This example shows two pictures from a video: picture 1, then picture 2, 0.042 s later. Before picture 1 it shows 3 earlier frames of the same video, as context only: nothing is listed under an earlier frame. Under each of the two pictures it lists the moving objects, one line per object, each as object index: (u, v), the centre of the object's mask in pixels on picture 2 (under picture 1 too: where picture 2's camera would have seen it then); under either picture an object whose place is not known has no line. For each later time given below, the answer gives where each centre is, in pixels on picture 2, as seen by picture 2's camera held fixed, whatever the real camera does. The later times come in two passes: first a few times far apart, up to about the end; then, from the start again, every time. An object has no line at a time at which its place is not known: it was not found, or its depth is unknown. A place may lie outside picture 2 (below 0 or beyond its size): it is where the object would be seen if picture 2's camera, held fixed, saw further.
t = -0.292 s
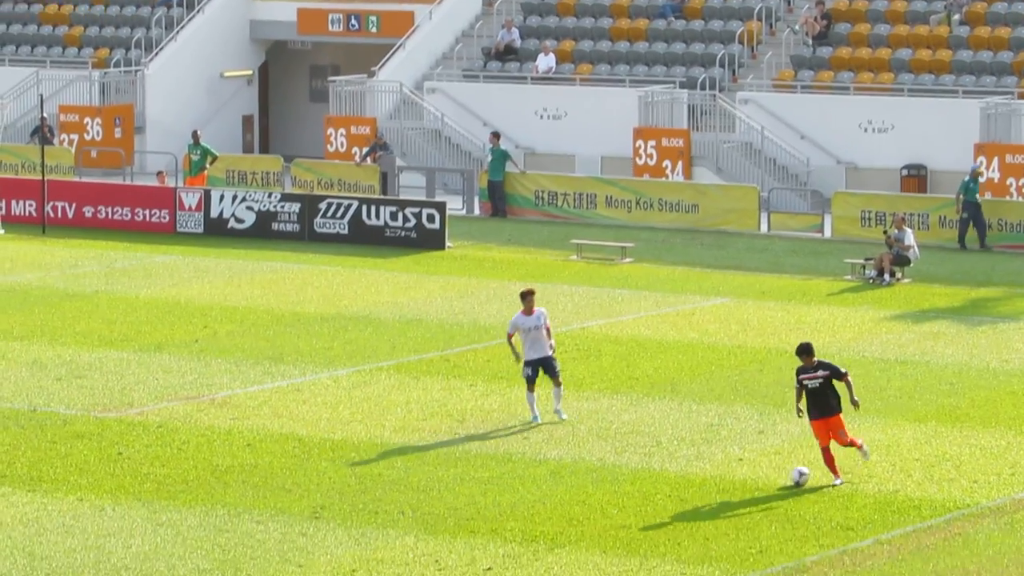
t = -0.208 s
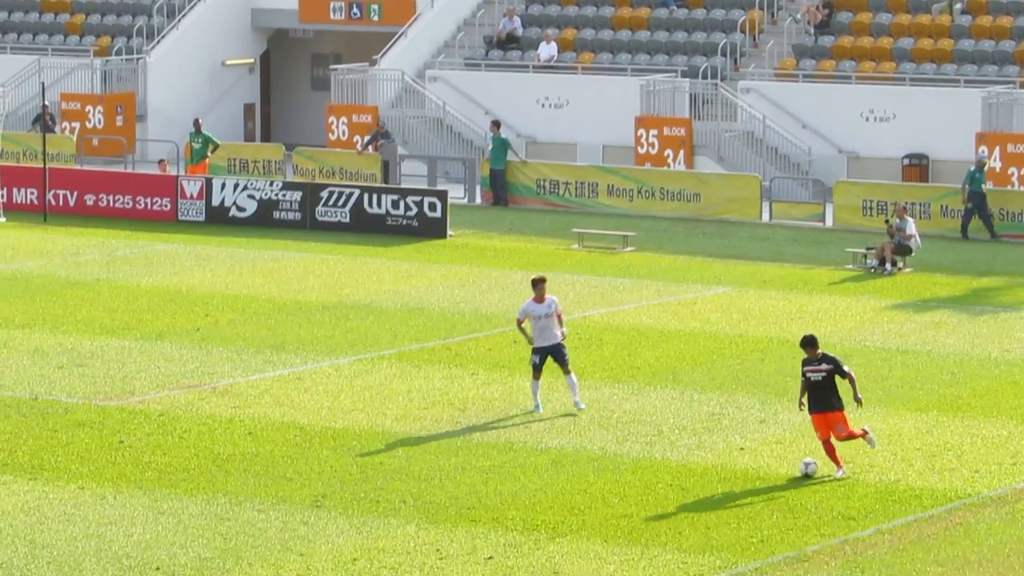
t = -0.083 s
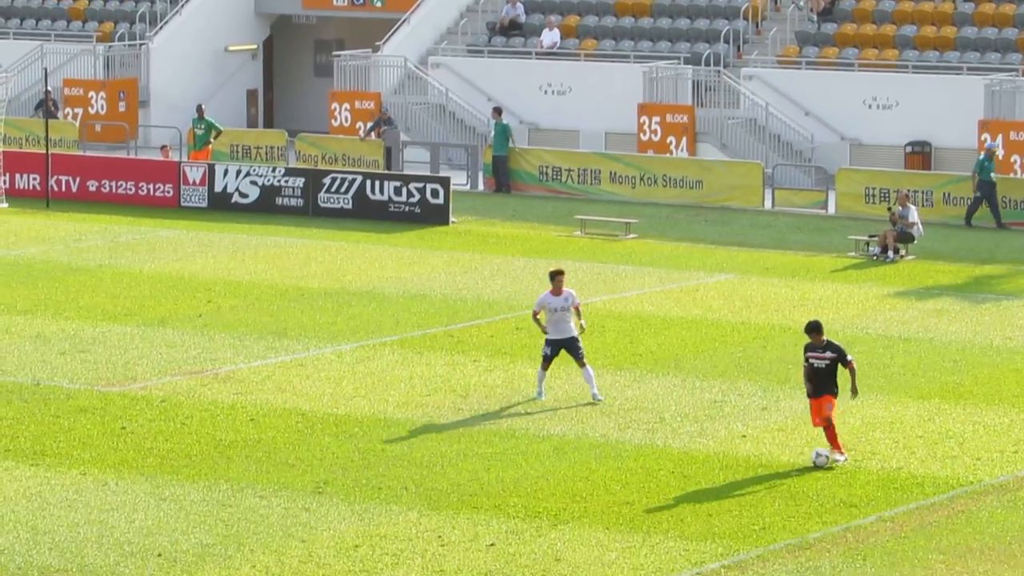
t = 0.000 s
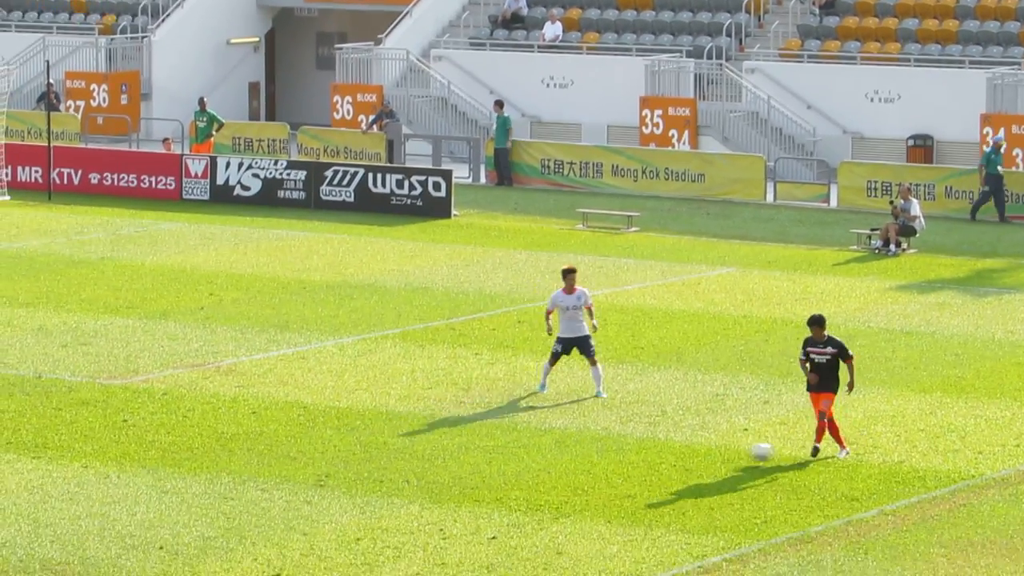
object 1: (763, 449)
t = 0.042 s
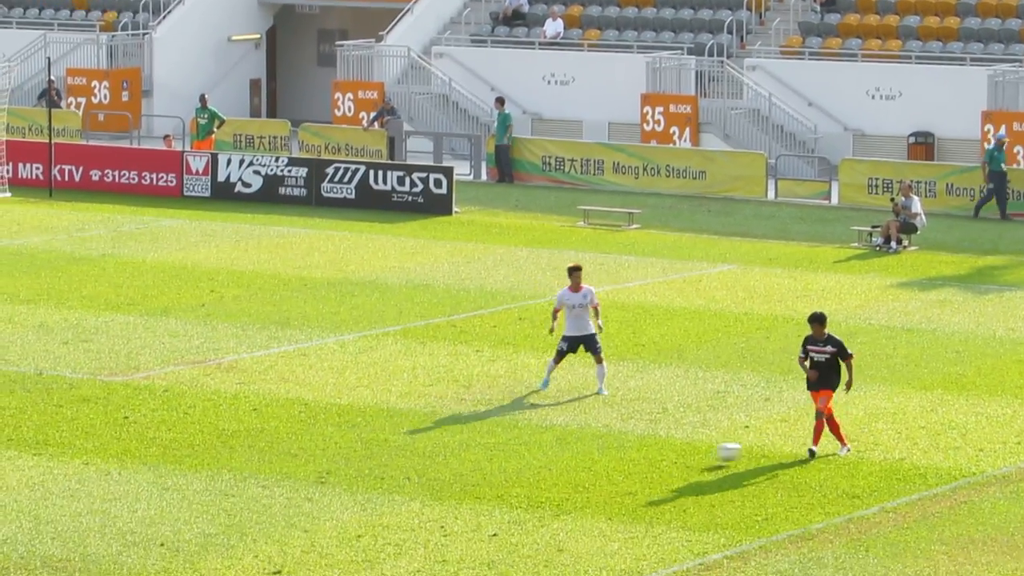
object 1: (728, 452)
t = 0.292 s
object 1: (535, 468)
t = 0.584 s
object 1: (358, 482)
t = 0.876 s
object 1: (215, 493)
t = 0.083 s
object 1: (693, 457)
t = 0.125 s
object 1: (658, 461)
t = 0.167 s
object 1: (627, 461)
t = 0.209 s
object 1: (596, 462)
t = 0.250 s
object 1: (566, 464)
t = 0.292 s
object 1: (535, 468)
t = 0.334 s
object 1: (506, 472)
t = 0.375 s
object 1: (480, 471)
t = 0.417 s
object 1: (455, 472)
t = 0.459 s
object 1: (429, 474)
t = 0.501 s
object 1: (404, 478)
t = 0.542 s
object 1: (379, 482)
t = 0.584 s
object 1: (358, 482)
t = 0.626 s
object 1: (337, 482)
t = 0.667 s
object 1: (315, 483)
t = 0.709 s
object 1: (295, 486)
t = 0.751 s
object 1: (276, 488)
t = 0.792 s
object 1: (255, 489)
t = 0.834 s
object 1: (235, 491)
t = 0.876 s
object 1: (215, 493)
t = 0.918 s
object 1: (196, 495)
